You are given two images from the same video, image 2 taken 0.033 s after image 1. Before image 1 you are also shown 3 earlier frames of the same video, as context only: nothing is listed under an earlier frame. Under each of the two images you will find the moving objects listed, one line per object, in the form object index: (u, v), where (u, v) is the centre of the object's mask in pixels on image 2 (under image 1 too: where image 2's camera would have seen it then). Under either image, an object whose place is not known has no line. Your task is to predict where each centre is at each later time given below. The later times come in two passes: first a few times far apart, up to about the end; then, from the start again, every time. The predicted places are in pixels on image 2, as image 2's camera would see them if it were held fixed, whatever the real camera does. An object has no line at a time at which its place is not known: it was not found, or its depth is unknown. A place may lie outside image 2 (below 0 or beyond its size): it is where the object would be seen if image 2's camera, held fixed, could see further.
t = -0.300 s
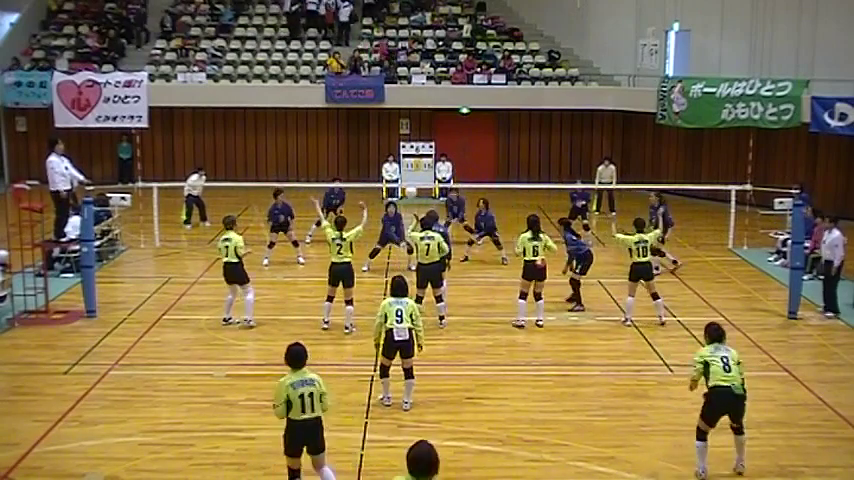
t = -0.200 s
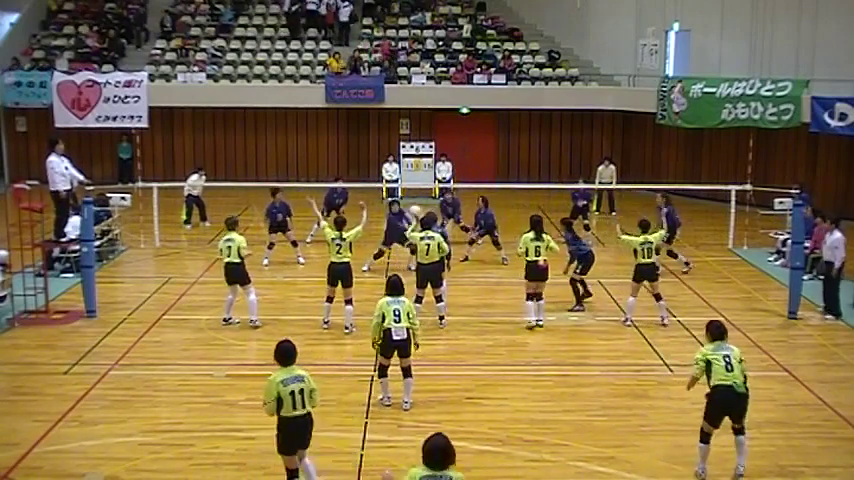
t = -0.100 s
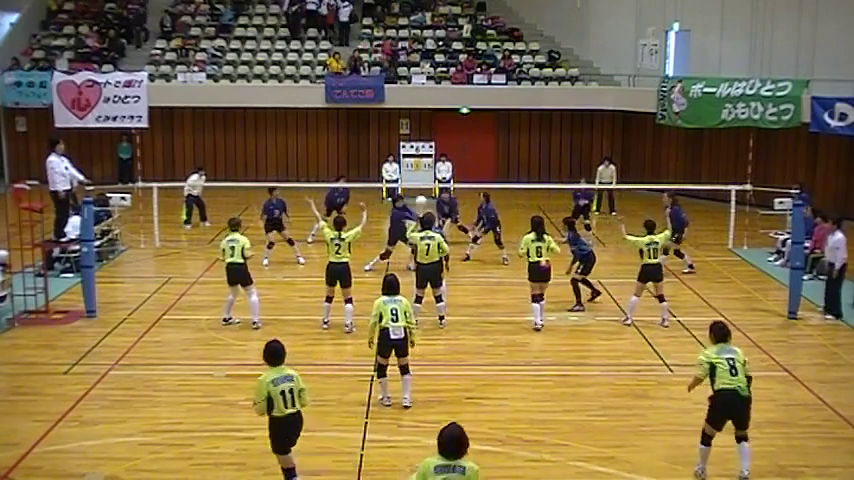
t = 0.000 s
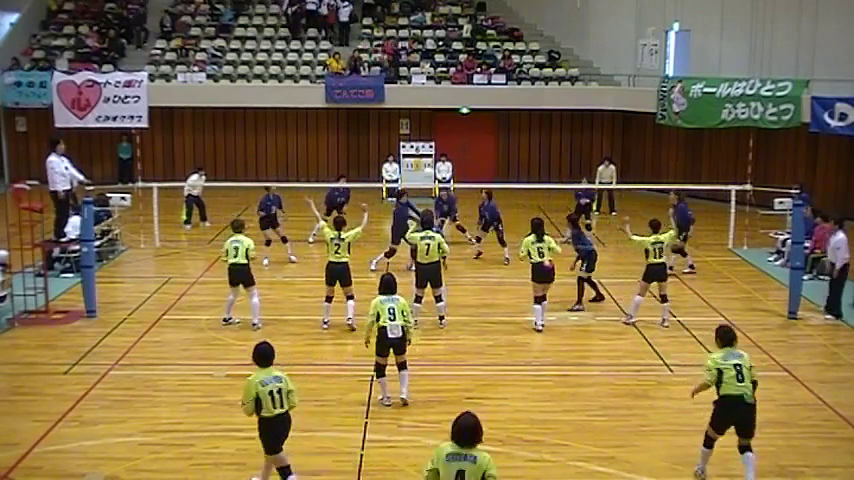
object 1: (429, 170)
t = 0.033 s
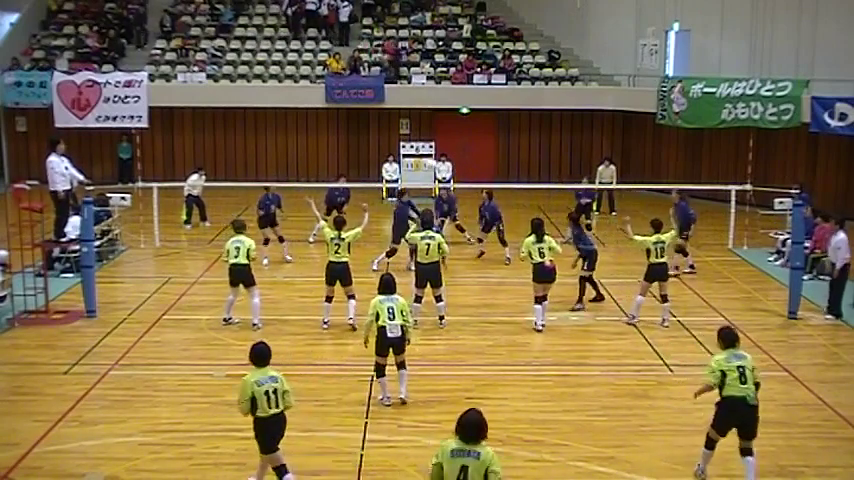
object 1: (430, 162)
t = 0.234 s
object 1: (447, 126)
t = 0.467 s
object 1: (466, 108)
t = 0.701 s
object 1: (486, 122)
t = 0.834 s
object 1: (496, 146)
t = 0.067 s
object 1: (434, 156)
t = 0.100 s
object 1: (437, 148)
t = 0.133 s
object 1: (439, 142)
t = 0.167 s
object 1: (441, 136)
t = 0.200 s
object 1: (444, 130)
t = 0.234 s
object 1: (447, 126)
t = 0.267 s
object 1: (450, 121)
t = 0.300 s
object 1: (452, 117)
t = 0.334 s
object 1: (458, 113)
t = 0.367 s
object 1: (459, 112)
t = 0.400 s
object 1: (461, 110)
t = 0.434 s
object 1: (463, 109)
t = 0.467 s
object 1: (466, 108)
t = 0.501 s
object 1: (468, 108)
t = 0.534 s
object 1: (470, 109)
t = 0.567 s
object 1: (471, 110)
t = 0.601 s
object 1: (473, 111)
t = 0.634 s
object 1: (480, 115)
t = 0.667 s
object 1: (483, 118)
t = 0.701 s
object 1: (486, 122)
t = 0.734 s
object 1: (488, 127)
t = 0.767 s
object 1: (491, 133)
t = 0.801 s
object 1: (494, 138)
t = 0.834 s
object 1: (496, 146)
